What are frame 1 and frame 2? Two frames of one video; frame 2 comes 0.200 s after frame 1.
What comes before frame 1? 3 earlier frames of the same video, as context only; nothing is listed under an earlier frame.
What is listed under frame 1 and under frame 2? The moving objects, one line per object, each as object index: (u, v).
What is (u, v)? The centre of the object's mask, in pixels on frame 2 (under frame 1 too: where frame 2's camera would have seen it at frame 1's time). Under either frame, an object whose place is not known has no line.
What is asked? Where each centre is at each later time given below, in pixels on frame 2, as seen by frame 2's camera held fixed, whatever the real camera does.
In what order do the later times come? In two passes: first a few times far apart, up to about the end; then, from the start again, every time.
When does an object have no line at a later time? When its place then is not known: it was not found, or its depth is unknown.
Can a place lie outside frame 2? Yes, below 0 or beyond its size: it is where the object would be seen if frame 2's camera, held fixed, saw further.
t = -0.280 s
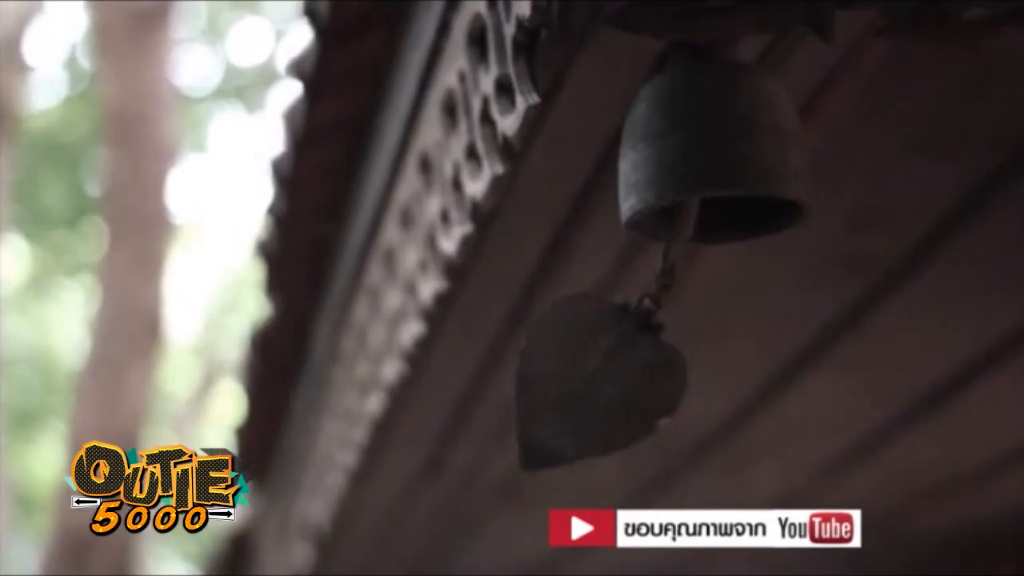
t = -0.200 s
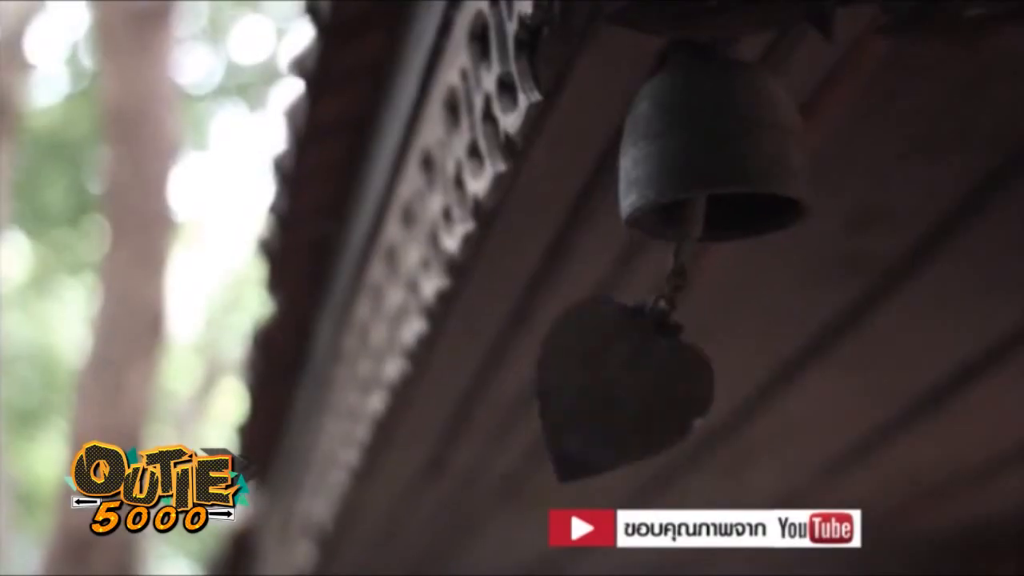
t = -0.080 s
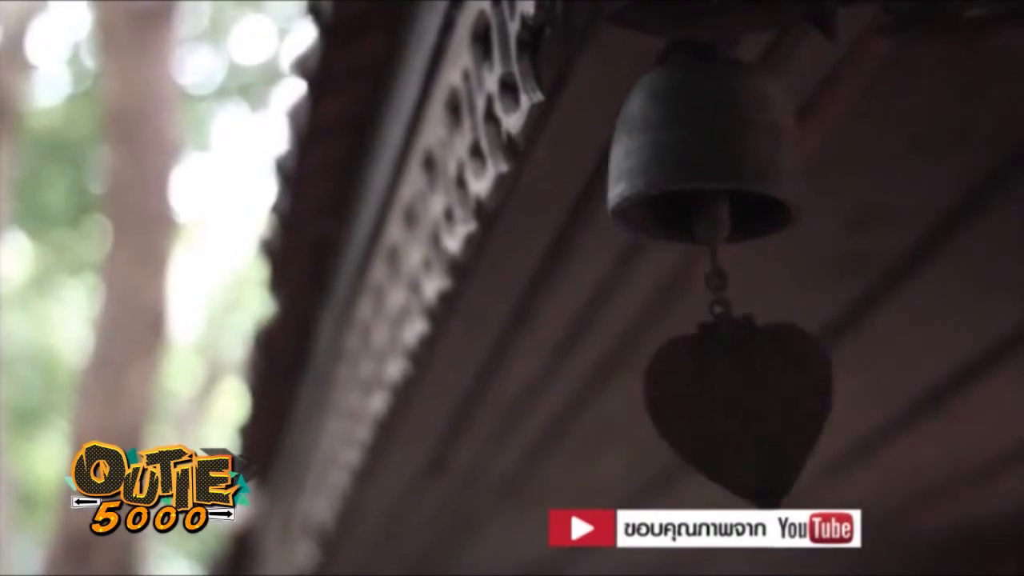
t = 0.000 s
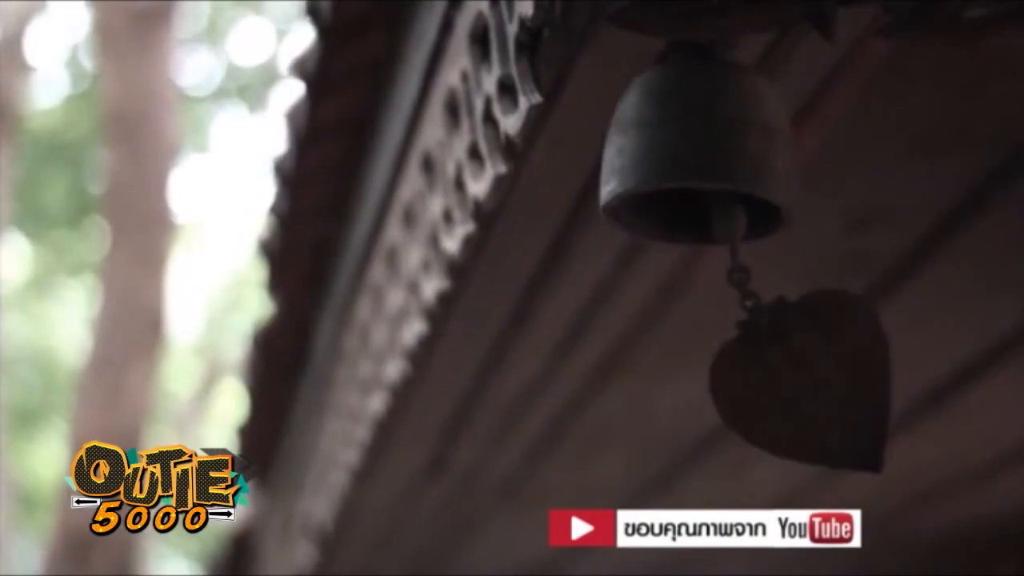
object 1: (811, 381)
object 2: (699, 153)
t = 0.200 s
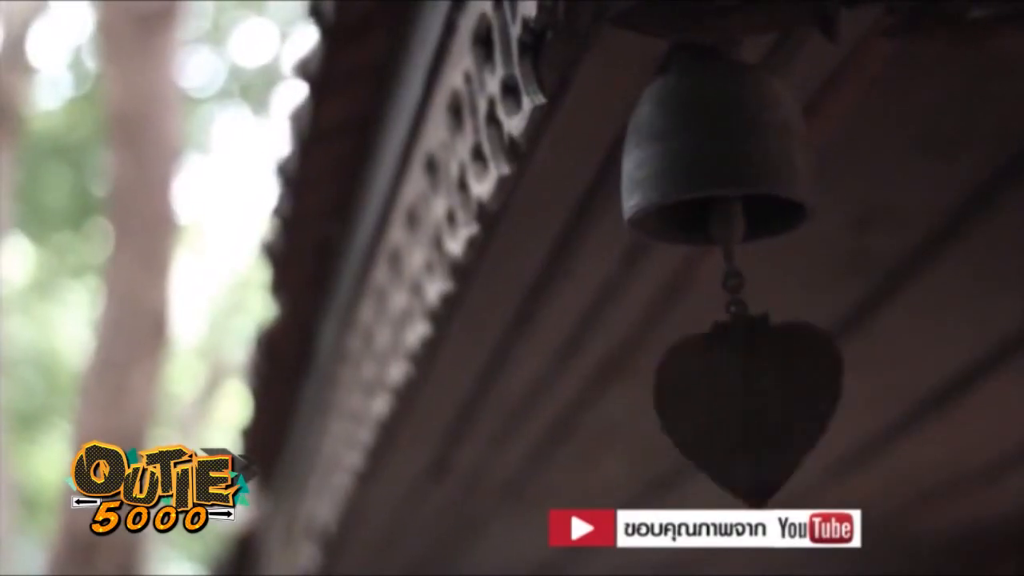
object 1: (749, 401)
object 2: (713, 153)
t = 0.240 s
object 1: (707, 405)
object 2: (716, 153)
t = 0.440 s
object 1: (623, 399)
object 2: (707, 152)
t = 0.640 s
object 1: (767, 400)
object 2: (699, 152)
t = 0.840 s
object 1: (782, 394)
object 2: (719, 152)
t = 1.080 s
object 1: (644, 406)
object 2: (701, 153)
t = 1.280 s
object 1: (704, 408)
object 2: (706, 153)
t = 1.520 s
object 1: (797, 391)
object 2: (716, 153)
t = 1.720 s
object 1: (676, 407)
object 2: (698, 153)
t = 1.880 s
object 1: (634, 404)
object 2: (709, 153)
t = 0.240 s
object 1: (707, 405)
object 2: (716, 153)
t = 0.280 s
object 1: (669, 403)
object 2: (717, 152)
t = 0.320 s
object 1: (640, 398)
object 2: (717, 152)
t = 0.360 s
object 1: (623, 395)
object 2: (715, 152)
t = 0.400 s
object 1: (617, 396)
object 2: (712, 152)
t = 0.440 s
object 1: (623, 399)
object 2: (707, 152)
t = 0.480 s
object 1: (641, 404)
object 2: (703, 152)
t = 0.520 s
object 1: (668, 408)
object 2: (699, 152)
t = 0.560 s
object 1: (701, 408)
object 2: (696, 151)
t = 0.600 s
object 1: (736, 405)
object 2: (696, 152)
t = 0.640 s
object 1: (767, 400)
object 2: (699, 152)
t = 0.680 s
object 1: (789, 393)
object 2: (704, 152)
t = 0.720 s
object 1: (803, 388)
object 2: (709, 152)
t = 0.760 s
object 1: (807, 387)
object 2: (714, 153)
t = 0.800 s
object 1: (799, 389)
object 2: (717, 153)
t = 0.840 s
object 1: (782, 394)
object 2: (719, 152)
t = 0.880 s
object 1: (757, 401)
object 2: (720, 152)
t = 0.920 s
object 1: (727, 406)
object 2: (717, 152)
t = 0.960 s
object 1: (697, 407)
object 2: (713, 152)
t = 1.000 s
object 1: (672, 408)
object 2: (709, 152)
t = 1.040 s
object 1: (654, 408)
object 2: (704, 152)
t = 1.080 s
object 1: (644, 406)
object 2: (701, 153)
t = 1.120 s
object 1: (643, 406)
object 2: (699, 153)
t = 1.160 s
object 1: (648, 406)
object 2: (698, 153)
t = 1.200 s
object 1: (661, 409)
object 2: (700, 153)
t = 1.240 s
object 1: (680, 409)
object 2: (701, 153)
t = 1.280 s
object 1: (704, 408)
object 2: (706, 153)
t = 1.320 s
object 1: (731, 404)
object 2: (711, 153)
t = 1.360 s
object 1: (755, 397)
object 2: (714, 153)
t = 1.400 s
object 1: (778, 393)
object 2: (719, 153)
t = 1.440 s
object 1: (793, 389)
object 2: (720, 152)
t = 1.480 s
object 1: (799, 389)
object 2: (719, 152)
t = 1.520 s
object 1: (797, 391)
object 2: (716, 153)
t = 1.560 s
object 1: (785, 396)
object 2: (713, 153)
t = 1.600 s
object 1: (764, 402)
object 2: (707, 154)
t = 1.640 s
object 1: (736, 409)
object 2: (703, 154)
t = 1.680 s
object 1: (706, 411)
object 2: (699, 154)
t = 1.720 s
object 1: (676, 407)
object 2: (698, 153)
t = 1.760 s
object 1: (652, 409)
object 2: (698, 155)
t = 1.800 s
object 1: (636, 405)
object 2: (700, 154)
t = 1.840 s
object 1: (630, 403)
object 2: (705, 154)
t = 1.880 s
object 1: (634, 404)
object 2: (709, 153)
